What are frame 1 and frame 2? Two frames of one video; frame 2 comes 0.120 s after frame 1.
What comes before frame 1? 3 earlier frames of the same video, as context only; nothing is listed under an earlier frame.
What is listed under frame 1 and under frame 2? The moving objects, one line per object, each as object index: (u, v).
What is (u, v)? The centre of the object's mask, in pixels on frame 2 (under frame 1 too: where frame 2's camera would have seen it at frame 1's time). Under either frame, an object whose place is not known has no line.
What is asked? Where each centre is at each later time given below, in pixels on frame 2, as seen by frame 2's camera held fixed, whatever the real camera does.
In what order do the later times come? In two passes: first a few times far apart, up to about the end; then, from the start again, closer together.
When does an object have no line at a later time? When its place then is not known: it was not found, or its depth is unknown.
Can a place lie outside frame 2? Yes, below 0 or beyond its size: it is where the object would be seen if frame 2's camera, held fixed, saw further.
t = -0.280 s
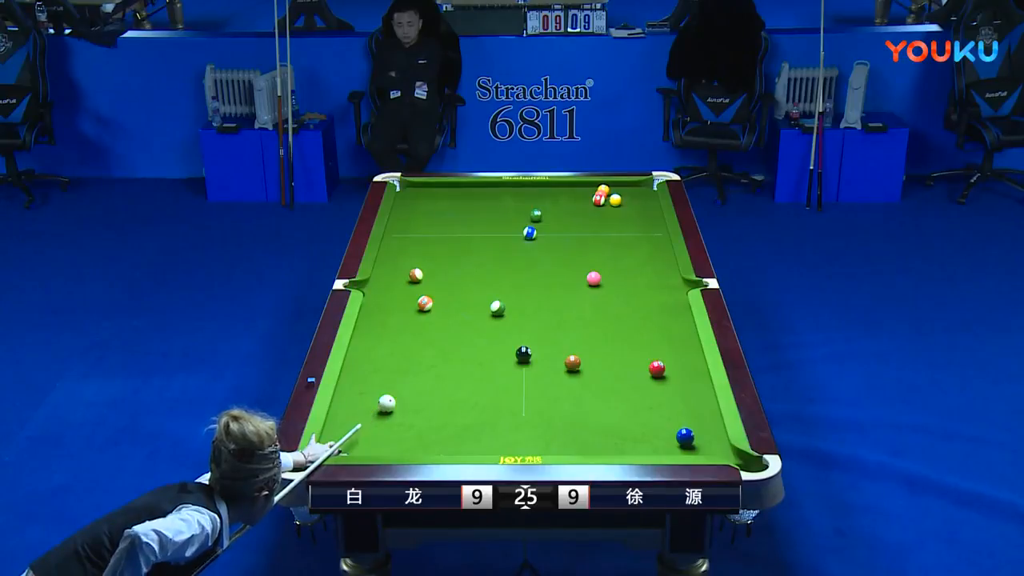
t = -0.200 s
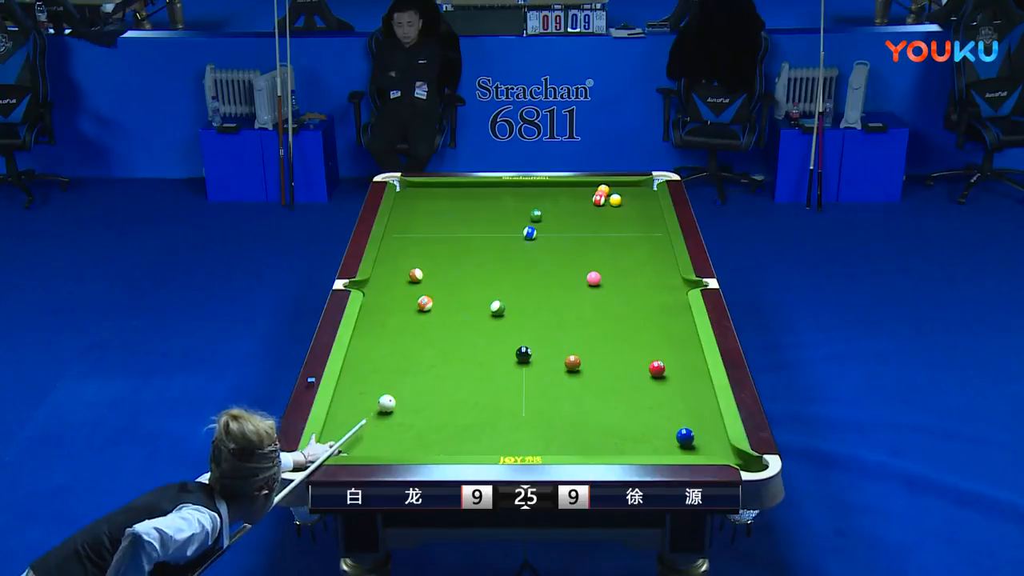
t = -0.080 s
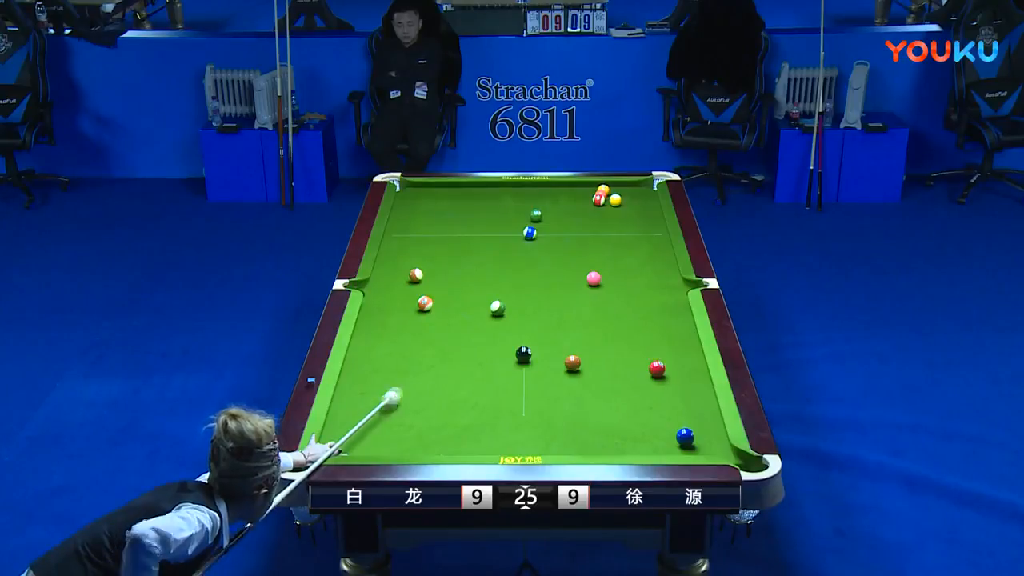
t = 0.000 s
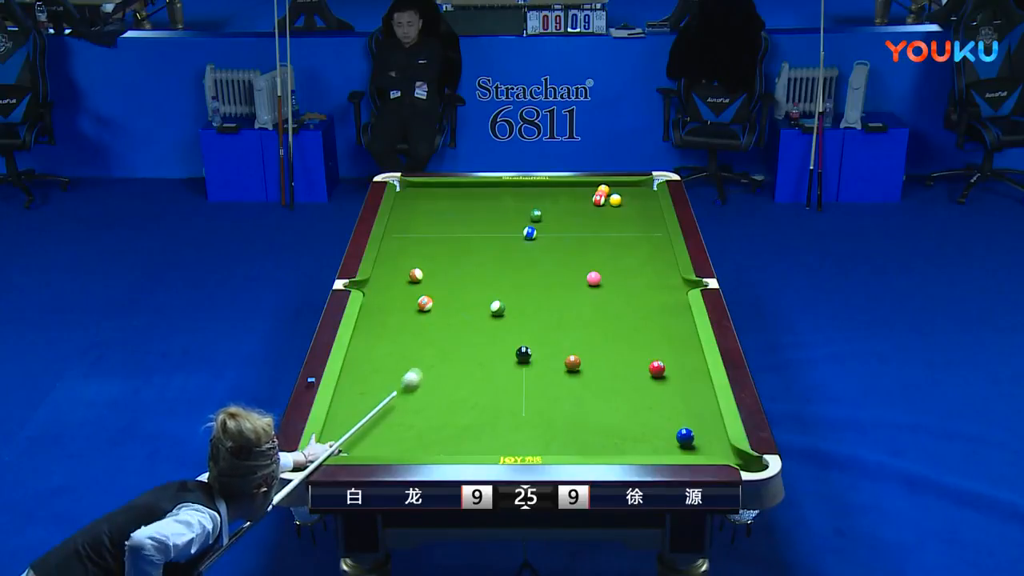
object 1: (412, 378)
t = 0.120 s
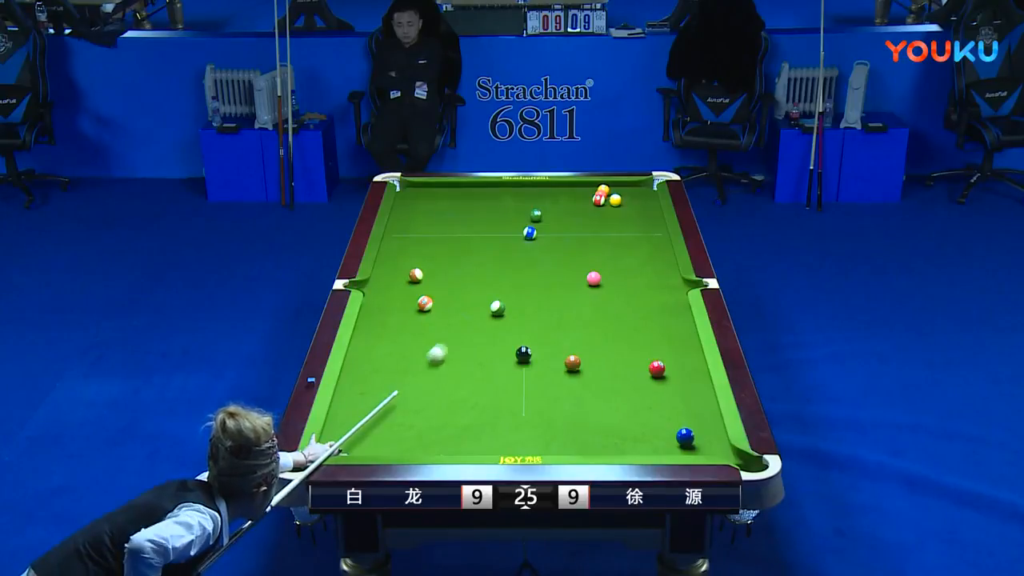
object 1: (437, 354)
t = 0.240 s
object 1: (460, 332)
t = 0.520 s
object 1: (482, 287)
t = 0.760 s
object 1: (486, 255)
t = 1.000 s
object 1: (490, 228)
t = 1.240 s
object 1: (493, 203)
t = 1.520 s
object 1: (494, 189)
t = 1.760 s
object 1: (492, 203)
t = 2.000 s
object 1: (490, 216)
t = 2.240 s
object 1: (487, 230)
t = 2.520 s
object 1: (485, 246)
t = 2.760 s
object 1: (483, 260)
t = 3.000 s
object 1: (481, 275)
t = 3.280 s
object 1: (478, 292)
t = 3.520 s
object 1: (476, 308)
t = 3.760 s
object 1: (474, 324)
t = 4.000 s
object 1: (471, 339)
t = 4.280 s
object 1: (469, 358)
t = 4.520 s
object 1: (466, 375)
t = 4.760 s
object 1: (464, 391)
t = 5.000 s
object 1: (461, 408)
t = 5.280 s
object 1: (458, 427)
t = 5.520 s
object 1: (455, 444)
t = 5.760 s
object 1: (454, 448)
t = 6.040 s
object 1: (454, 439)
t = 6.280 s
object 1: (454, 430)
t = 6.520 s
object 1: (455, 423)
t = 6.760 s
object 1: (456, 416)
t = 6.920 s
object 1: (457, 413)
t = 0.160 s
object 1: (445, 346)
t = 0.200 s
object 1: (452, 339)
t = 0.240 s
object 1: (460, 332)
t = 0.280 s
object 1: (468, 323)
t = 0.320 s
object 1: (475, 317)
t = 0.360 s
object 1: (481, 309)
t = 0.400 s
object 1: (482, 304)
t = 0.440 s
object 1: (481, 299)
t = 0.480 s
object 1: (481, 293)
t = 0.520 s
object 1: (482, 287)
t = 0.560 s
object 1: (483, 281)
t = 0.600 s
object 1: (483, 276)
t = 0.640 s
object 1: (484, 271)
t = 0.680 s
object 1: (485, 266)
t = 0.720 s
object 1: (485, 261)
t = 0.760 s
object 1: (486, 255)
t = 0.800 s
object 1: (487, 250)
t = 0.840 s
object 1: (487, 246)
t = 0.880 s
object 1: (488, 241)
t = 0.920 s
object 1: (488, 236)
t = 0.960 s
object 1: (489, 232)
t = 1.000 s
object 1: (490, 228)
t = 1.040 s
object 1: (490, 223)
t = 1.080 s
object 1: (491, 219)
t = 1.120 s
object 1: (491, 215)
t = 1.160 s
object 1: (492, 211)
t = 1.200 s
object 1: (492, 207)
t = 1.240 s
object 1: (493, 203)
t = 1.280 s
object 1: (493, 199)
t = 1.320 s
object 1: (493, 196)
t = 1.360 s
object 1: (494, 192)
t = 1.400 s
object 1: (494, 189)
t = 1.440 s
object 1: (495, 185)
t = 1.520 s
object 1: (494, 189)
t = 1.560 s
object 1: (494, 192)
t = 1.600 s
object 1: (493, 194)
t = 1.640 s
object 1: (493, 196)
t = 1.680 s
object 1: (492, 199)
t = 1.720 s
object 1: (492, 201)
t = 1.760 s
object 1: (492, 203)
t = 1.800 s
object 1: (492, 205)
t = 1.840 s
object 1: (491, 207)
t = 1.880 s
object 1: (491, 210)
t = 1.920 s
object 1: (490, 211)
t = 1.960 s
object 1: (490, 214)
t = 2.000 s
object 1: (490, 216)
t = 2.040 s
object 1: (489, 218)
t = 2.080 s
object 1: (489, 221)
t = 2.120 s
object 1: (488, 223)
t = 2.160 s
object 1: (488, 225)
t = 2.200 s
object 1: (488, 228)
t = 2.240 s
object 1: (487, 230)
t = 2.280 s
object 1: (487, 232)
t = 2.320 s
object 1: (486, 234)
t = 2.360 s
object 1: (486, 236)
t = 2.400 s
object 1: (486, 239)
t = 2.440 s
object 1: (485, 241)
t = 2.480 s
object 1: (485, 244)
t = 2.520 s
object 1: (485, 246)
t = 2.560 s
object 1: (484, 248)
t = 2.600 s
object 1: (484, 250)
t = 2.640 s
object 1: (484, 253)
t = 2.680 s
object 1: (483, 255)
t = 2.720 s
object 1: (483, 258)
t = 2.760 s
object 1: (483, 260)
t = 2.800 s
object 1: (482, 262)
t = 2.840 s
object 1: (482, 265)
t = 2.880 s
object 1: (482, 267)
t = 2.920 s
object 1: (481, 270)
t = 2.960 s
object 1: (481, 272)
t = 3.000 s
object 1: (481, 275)
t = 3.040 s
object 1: (480, 277)
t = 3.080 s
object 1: (480, 280)
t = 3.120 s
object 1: (479, 282)
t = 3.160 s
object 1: (479, 284)
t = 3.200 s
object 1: (479, 287)
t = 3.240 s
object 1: (478, 290)
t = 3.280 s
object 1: (478, 292)
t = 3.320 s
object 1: (478, 295)
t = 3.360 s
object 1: (477, 297)
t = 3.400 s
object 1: (477, 300)
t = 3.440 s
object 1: (477, 302)
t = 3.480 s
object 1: (476, 305)
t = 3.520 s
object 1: (476, 308)
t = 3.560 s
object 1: (475, 310)
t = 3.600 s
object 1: (475, 313)
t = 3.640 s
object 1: (475, 316)
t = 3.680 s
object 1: (474, 318)
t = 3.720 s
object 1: (474, 321)
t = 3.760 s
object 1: (474, 324)
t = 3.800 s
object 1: (473, 326)
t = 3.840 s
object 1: (473, 329)
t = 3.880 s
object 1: (473, 331)
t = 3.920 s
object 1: (472, 334)
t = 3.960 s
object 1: (472, 337)
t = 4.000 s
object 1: (471, 339)
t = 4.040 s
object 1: (471, 342)
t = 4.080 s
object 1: (471, 345)
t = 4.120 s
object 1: (470, 347)
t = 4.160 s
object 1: (470, 350)
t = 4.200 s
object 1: (470, 353)
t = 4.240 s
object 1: (469, 356)
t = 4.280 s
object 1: (469, 358)
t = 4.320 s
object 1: (468, 361)
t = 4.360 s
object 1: (468, 364)
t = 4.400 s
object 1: (467, 366)
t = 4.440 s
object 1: (467, 369)
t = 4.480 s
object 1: (467, 372)
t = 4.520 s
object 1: (466, 375)
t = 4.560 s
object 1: (466, 378)
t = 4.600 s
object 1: (465, 380)
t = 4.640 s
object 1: (465, 383)
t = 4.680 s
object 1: (465, 385)
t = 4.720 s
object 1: (464, 388)
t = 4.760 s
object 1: (464, 391)
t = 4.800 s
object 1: (463, 394)
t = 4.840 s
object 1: (463, 397)
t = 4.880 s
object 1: (462, 399)
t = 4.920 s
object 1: (462, 402)
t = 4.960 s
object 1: (462, 405)
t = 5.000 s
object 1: (461, 408)
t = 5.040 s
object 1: (461, 411)
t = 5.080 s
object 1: (460, 413)
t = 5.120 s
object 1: (460, 417)
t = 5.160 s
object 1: (459, 419)
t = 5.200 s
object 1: (459, 422)
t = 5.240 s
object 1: (458, 425)
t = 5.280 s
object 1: (458, 427)
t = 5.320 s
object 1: (457, 430)
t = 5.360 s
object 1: (457, 433)
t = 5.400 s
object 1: (456, 436)
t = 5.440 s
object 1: (456, 439)
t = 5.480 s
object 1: (456, 442)
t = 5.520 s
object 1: (455, 444)
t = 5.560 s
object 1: (454, 446)
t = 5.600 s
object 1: (454, 448)
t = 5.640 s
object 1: (454, 449)
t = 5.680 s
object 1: (454, 450)
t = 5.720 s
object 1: (454, 449)
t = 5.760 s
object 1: (454, 448)
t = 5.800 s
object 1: (454, 447)
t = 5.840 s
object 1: (454, 446)
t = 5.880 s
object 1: (454, 445)
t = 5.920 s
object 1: (454, 443)
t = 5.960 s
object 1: (454, 441)
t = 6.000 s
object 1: (454, 440)
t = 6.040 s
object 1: (454, 439)
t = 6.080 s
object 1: (454, 437)
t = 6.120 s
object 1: (454, 436)
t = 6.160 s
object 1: (454, 434)
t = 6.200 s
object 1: (455, 433)
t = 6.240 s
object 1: (455, 431)
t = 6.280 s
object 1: (454, 430)
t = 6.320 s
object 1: (454, 429)
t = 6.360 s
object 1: (455, 427)
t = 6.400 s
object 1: (455, 426)
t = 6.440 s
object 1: (455, 425)
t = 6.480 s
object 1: (455, 424)
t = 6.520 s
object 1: (455, 423)
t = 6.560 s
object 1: (455, 422)
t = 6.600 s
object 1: (455, 421)
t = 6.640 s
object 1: (456, 420)
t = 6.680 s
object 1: (455, 418)
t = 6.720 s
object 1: (456, 417)
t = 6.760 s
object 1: (456, 416)
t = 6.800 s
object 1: (456, 415)
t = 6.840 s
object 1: (456, 414)
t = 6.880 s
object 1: (457, 413)
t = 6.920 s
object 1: (457, 413)
